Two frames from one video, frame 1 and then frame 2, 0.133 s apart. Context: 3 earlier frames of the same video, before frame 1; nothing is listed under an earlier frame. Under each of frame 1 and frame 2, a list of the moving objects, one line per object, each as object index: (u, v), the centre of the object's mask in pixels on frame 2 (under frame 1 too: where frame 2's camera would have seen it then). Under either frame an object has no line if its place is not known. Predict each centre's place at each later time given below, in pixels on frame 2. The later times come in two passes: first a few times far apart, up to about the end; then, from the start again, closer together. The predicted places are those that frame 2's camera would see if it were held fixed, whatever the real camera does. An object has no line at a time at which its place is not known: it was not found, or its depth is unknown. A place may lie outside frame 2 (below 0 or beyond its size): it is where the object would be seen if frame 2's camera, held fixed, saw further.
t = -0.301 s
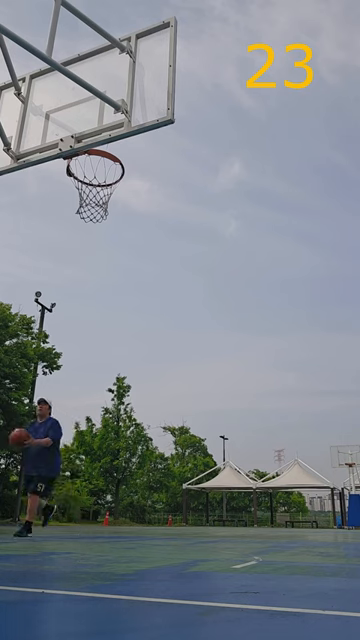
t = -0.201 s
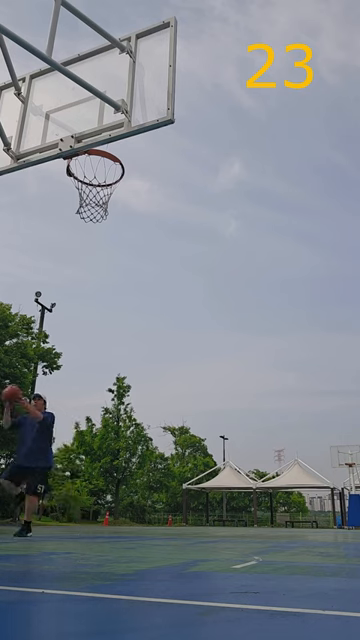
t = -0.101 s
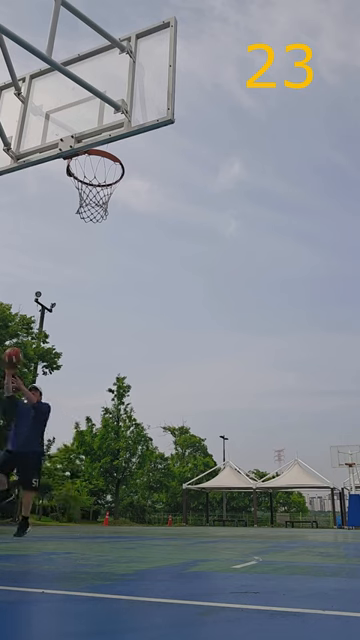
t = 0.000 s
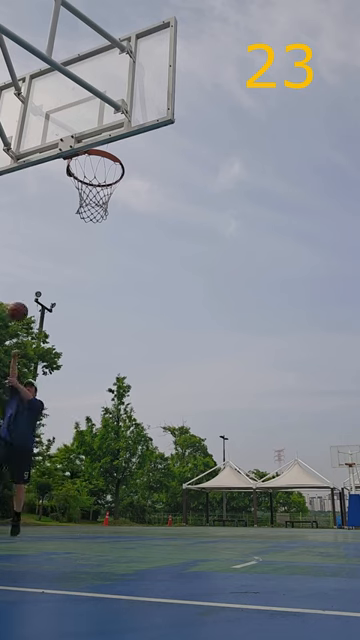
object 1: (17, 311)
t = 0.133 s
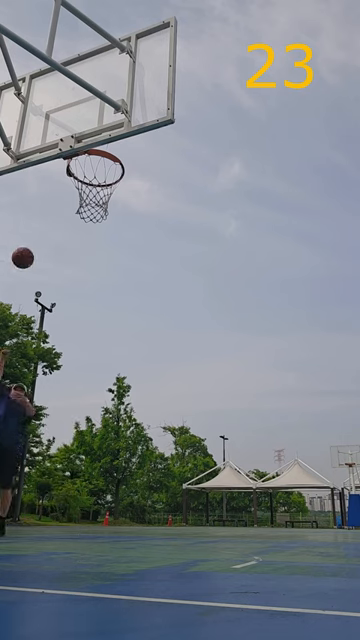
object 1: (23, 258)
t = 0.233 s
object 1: (26, 221)
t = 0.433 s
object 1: (33, 169)
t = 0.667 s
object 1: (68, 212)
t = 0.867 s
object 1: (79, 306)
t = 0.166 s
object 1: (24, 245)
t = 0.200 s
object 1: (25, 233)
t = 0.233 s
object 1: (26, 221)
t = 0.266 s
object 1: (27, 210)
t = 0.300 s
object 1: (27, 199)
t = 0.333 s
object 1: (28, 189)
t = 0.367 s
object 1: (29, 179)
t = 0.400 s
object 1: (31, 174)
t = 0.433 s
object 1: (33, 169)
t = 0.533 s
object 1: (49, 168)
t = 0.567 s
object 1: (57, 175)
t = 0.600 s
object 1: (63, 187)
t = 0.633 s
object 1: (66, 199)
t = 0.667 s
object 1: (68, 212)
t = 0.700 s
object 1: (70, 226)
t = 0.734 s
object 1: (72, 241)
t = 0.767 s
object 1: (74, 256)
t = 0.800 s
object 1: (76, 272)
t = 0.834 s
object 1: (77, 289)
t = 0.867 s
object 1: (79, 306)
